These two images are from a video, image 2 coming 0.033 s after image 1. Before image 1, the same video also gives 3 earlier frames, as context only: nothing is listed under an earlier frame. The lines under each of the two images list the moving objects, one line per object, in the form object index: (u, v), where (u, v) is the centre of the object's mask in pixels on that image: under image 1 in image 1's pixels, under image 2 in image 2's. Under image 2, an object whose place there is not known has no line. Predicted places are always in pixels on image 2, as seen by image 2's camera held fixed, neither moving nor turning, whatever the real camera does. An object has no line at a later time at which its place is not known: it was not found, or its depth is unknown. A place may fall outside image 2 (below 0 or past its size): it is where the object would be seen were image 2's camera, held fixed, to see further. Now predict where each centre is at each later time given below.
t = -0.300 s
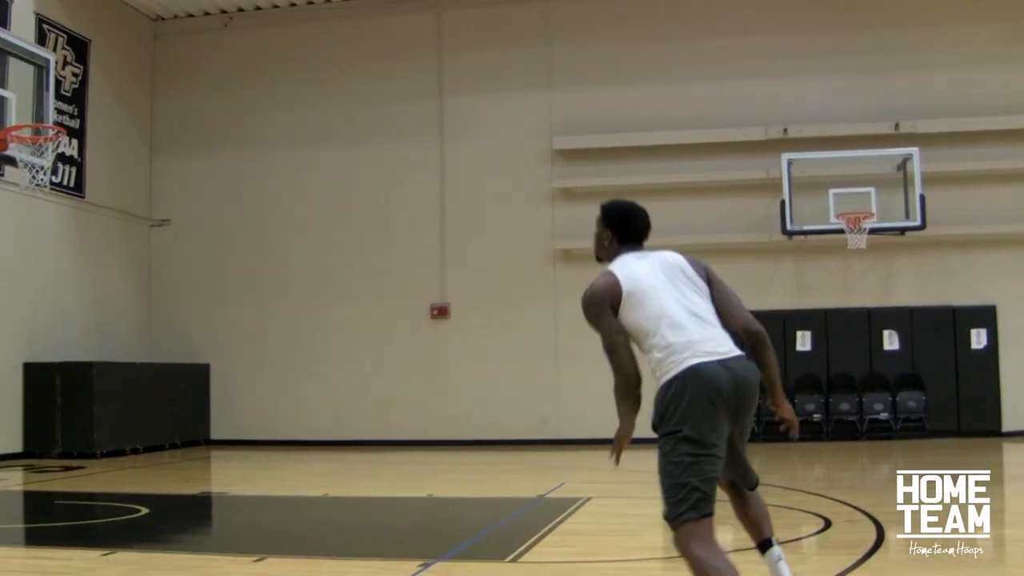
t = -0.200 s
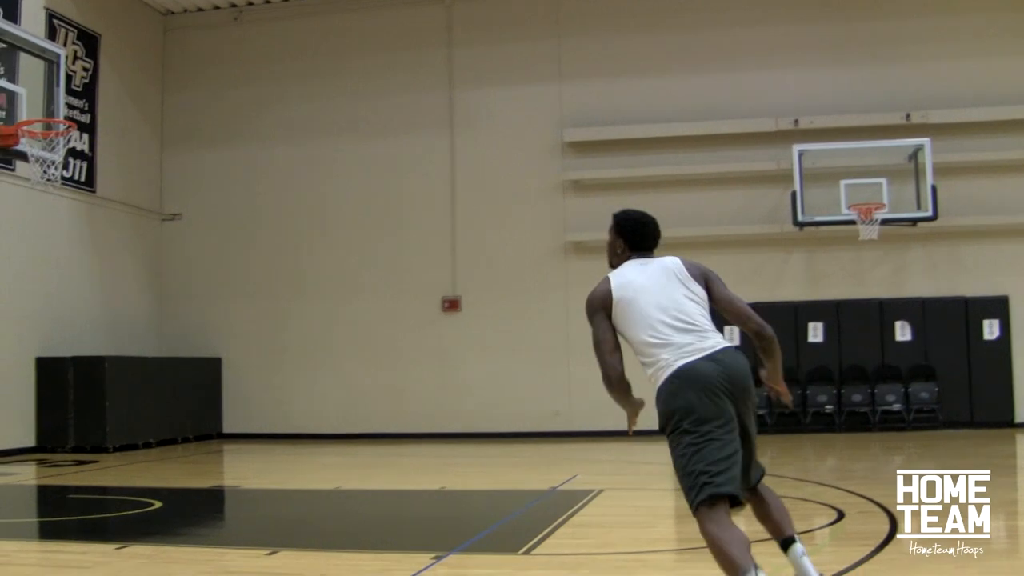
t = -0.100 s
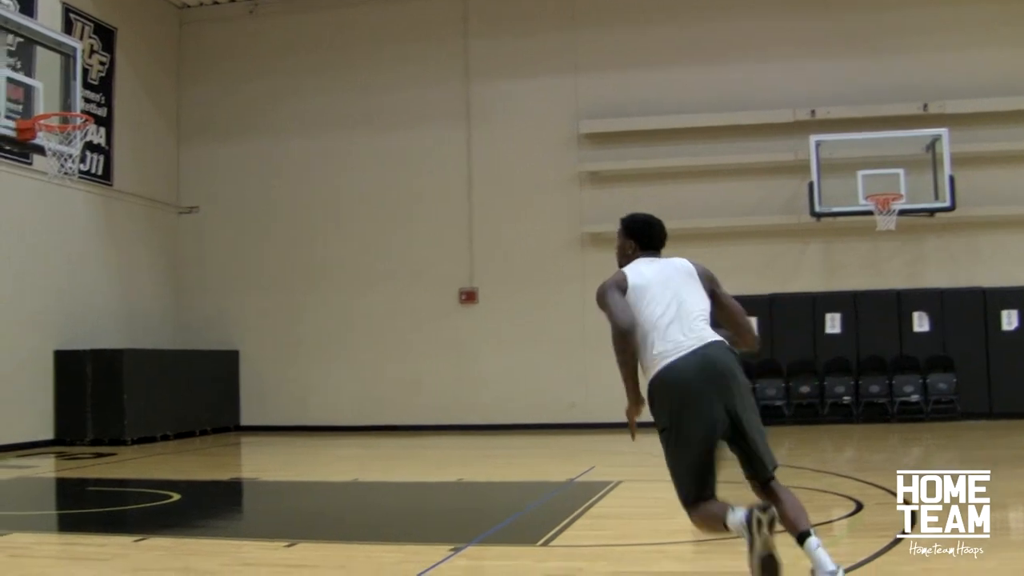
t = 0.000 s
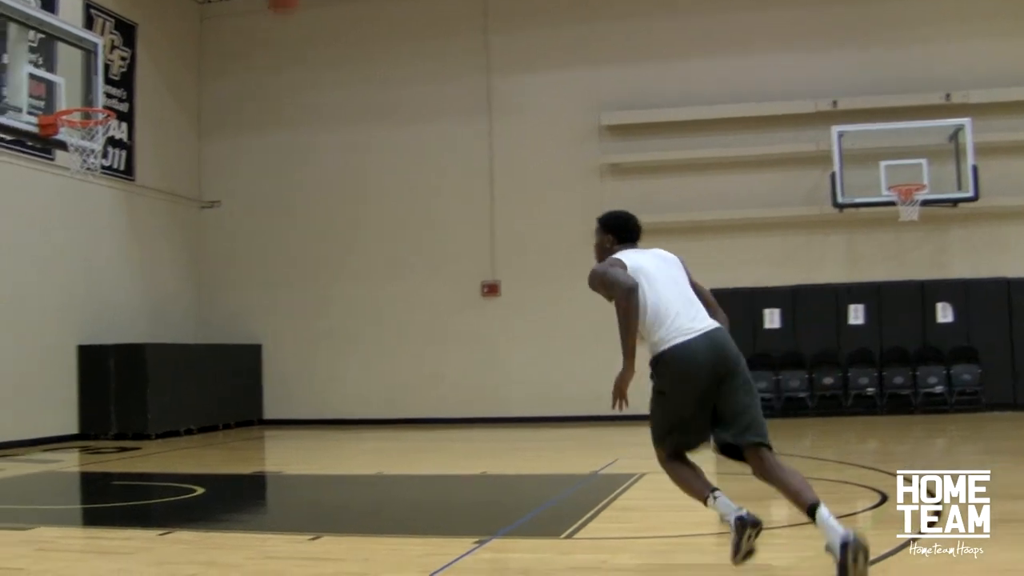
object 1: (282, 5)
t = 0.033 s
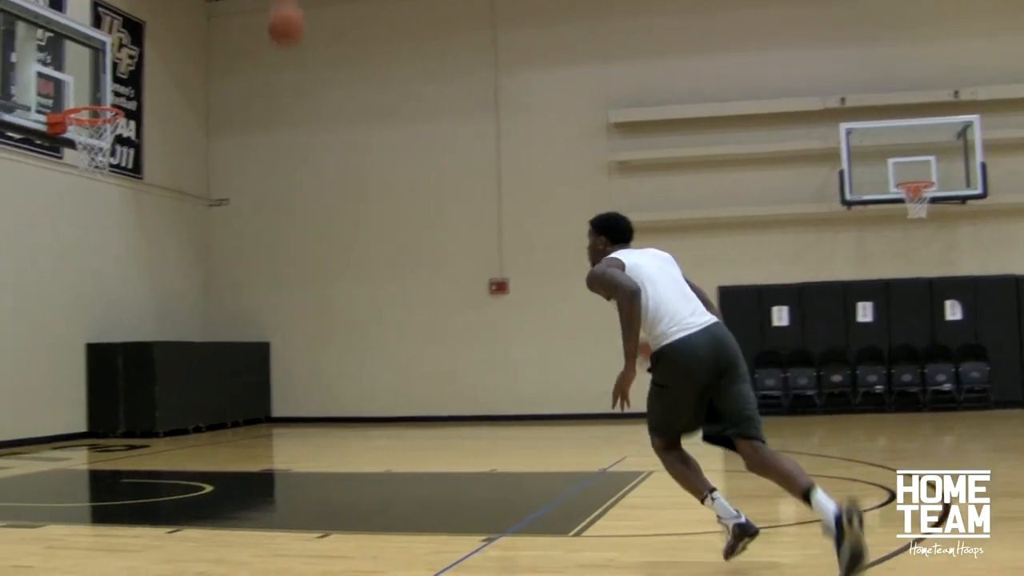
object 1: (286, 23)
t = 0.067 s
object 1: (278, 59)
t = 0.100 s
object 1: (273, 96)
